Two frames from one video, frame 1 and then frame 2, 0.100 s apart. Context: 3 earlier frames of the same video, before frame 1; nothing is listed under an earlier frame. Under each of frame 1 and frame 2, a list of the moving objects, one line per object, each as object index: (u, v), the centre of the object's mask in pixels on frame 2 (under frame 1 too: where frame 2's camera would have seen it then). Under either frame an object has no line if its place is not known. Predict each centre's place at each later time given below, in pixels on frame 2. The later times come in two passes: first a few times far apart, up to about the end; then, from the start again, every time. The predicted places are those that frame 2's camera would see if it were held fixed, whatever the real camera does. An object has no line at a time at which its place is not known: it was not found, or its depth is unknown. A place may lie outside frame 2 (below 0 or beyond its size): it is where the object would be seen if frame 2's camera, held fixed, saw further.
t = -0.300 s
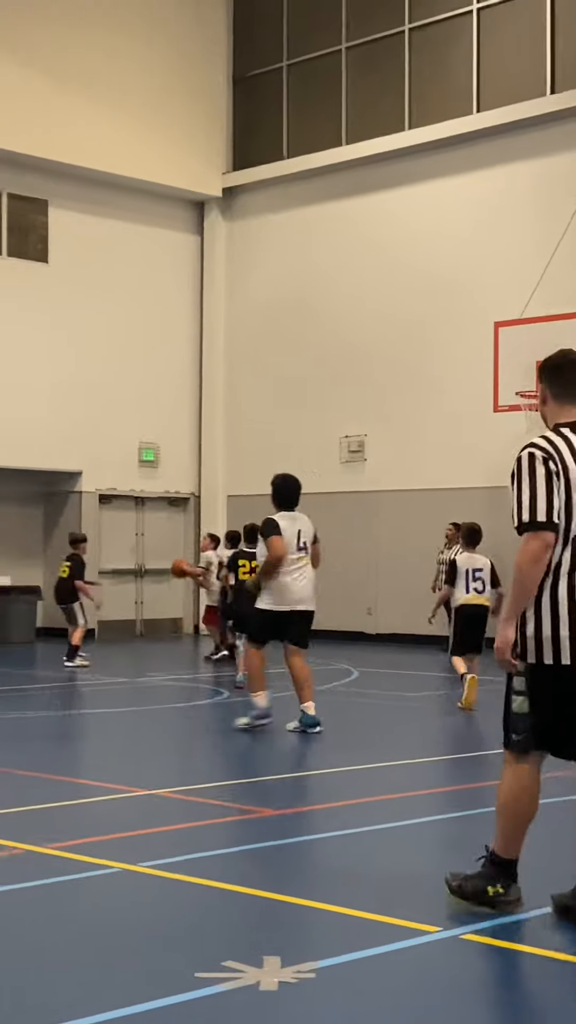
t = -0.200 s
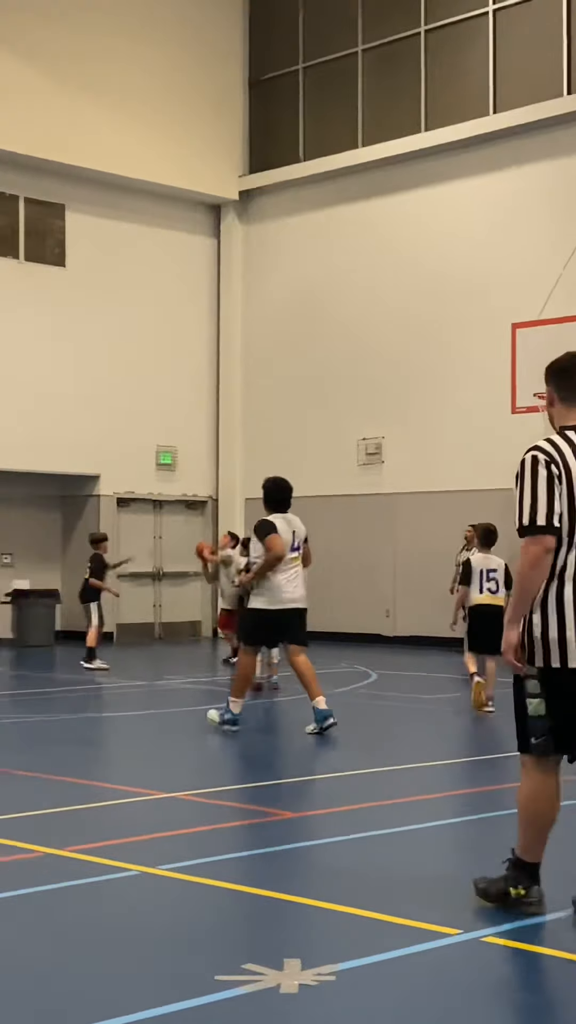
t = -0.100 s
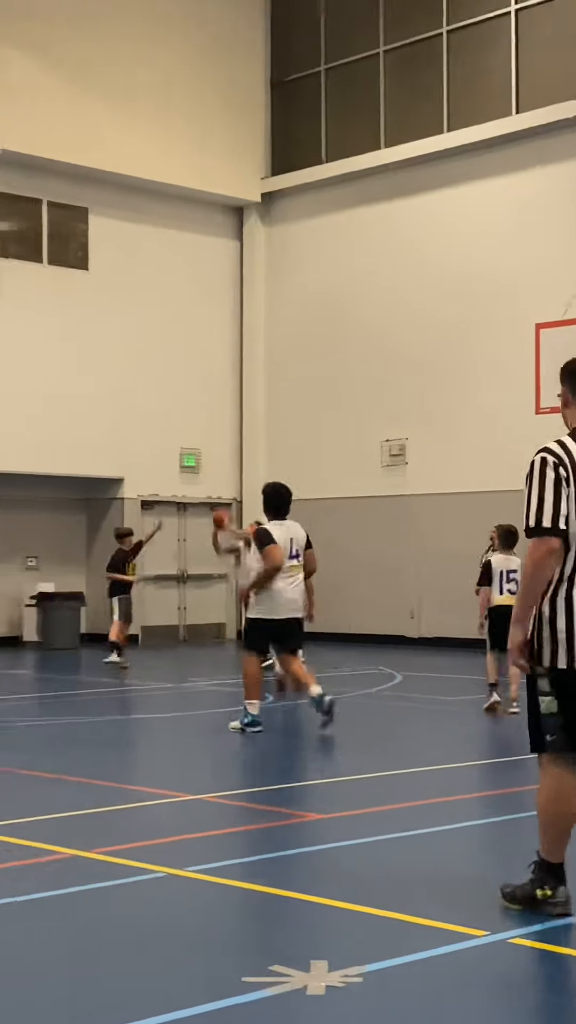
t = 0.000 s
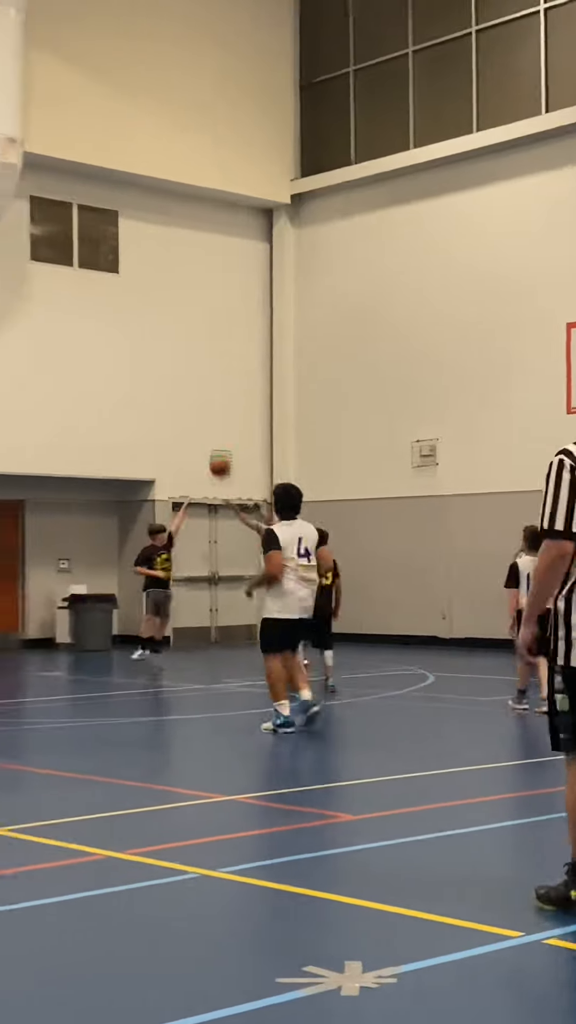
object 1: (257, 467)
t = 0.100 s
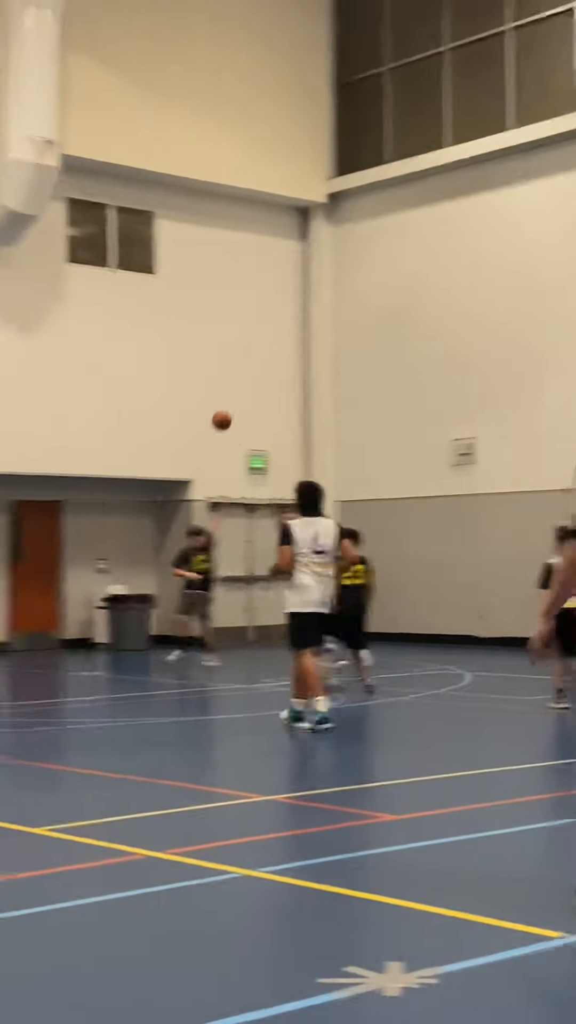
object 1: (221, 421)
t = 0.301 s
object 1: (151, 354)
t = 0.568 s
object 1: (56, 318)
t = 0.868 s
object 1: (-53, 354)
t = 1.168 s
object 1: (-131, 422)
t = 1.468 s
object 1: (-160, 498)
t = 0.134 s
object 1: (210, 407)
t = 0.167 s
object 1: (198, 395)
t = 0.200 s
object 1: (186, 383)
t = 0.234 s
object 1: (175, 373)
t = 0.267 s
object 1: (163, 363)
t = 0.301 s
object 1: (151, 354)
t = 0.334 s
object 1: (139, 346)
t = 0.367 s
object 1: (127, 340)
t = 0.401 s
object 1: (116, 333)
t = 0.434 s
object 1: (103, 328)
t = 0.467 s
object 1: (92, 324)
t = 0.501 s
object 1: (80, 321)
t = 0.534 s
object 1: (68, 319)
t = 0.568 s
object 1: (56, 318)
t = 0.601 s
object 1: (44, 318)
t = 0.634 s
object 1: (32, 319)
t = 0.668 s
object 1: (20, 321)
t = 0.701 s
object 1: (8, 324)
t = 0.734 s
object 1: (-4, 328)
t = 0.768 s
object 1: (-16, 332)
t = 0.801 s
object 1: (-28, 338)
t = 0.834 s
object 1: (-40, 345)
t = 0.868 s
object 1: (-53, 354)
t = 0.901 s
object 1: (-65, 362)
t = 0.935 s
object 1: (-77, 372)
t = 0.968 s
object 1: (-89, 382)
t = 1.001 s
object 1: (-101, 394)
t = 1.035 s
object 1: (-117, 404)
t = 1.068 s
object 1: (-121, 417)
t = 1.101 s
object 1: (-125, 416)
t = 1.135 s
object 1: (-127, 417)
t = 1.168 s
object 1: (-131, 422)
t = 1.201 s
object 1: (-134, 426)
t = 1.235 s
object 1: (-137, 432)
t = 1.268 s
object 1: (-140, 438)
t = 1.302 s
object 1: (-144, 446)
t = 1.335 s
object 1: (-147, 454)
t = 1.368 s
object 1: (-150, 463)
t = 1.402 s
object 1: (-153, 473)
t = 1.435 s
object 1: (-154, 485)
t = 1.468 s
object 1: (-160, 498)
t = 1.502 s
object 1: (-162, 512)
